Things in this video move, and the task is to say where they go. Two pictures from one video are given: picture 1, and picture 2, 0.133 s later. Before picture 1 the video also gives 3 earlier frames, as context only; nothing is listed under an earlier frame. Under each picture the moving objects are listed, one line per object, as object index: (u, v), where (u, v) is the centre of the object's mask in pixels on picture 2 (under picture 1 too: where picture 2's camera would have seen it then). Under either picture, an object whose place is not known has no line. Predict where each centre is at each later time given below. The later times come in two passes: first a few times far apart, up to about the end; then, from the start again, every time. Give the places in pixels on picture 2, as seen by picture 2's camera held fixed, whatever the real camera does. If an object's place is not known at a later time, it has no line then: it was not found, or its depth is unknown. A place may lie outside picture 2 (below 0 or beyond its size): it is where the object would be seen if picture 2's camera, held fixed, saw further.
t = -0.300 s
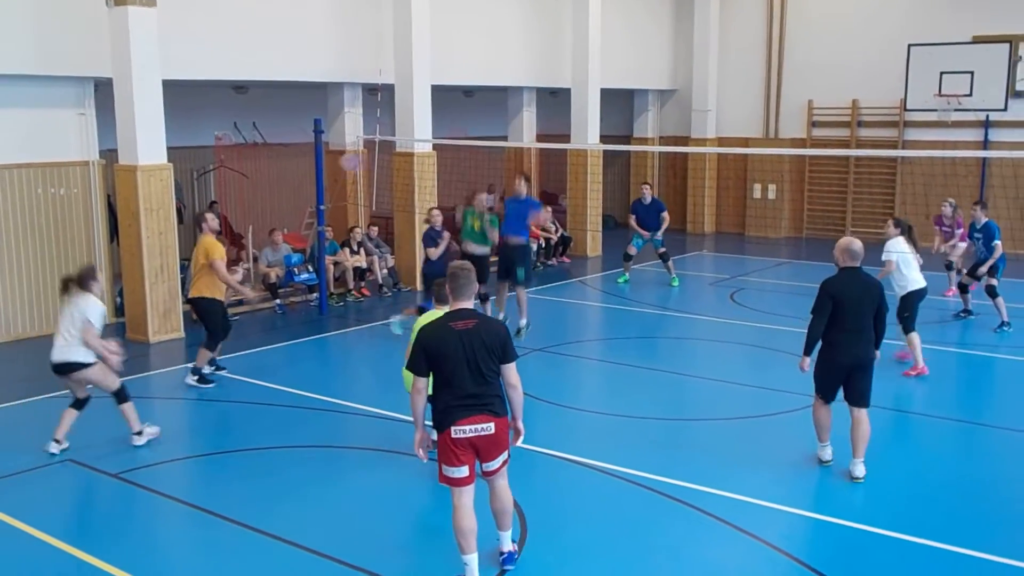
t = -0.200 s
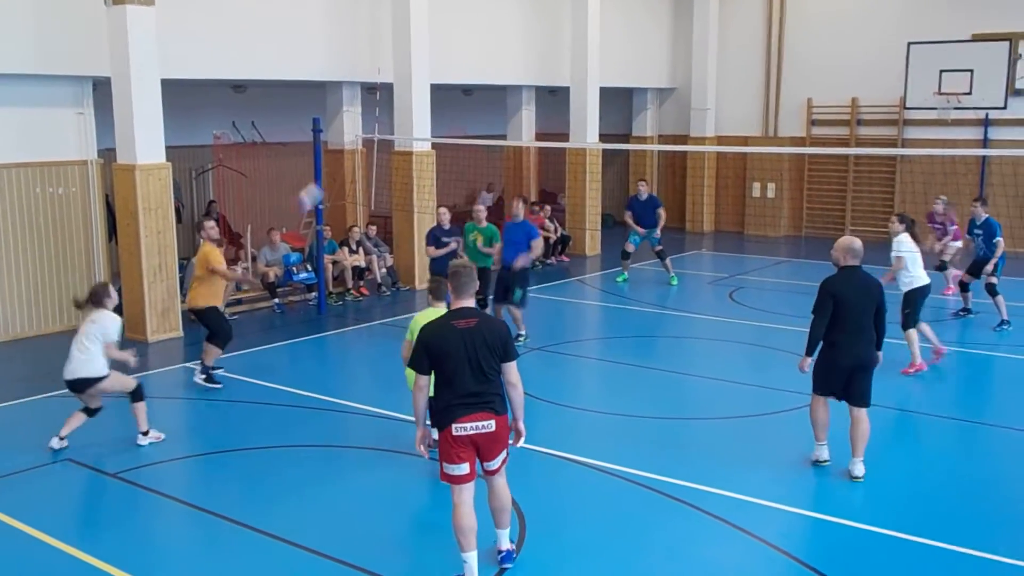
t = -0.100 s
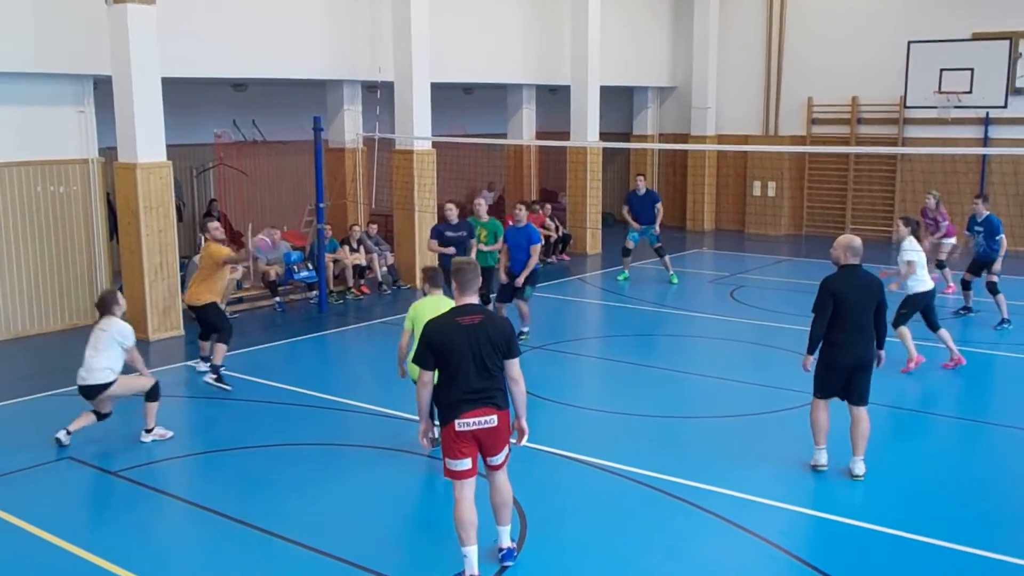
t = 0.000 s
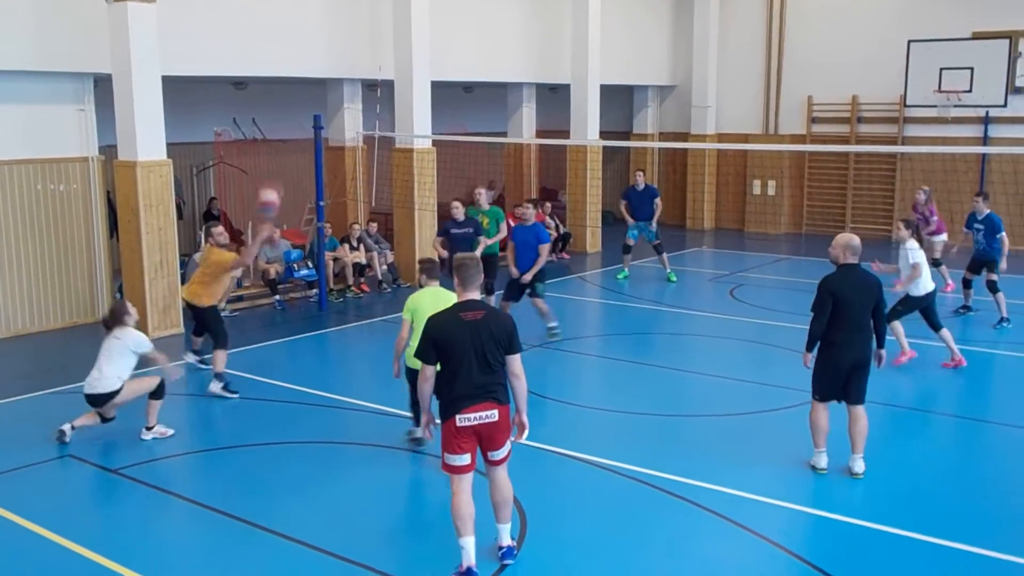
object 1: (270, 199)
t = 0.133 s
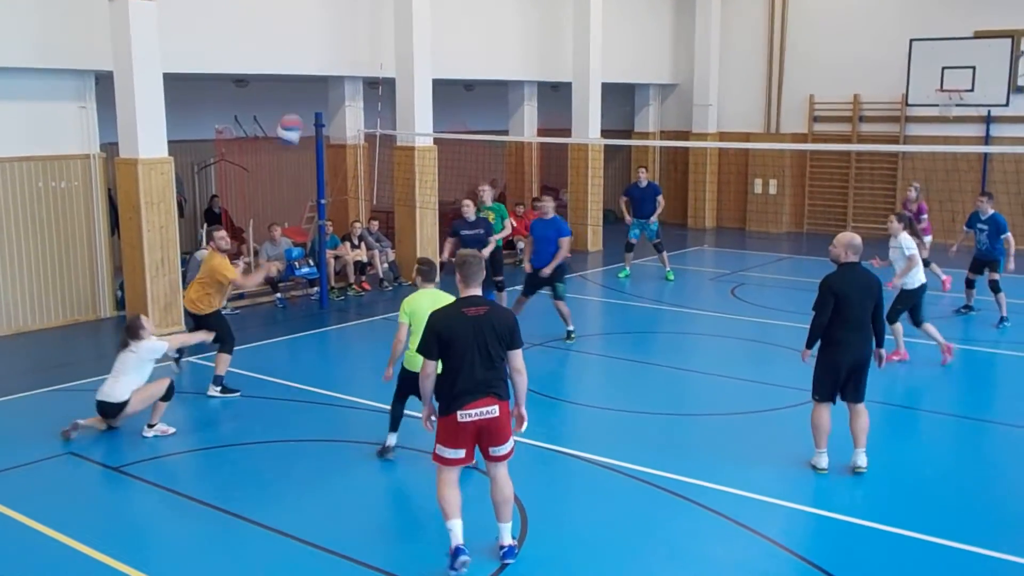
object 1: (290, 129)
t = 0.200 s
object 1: (298, 103)
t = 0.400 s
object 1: (332, 48)
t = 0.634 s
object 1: (377, 43)
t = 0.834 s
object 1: (422, 105)
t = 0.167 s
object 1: (294, 116)
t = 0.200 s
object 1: (298, 103)
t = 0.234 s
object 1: (305, 90)
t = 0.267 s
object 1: (308, 83)
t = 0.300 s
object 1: (314, 71)
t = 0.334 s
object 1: (320, 60)
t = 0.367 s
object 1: (325, 54)
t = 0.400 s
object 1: (332, 48)
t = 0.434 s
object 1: (338, 43)
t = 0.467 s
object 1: (344, 39)
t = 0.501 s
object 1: (350, 36)
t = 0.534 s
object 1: (356, 36)
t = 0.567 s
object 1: (363, 37)
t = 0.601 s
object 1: (370, 40)
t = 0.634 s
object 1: (377, 43)
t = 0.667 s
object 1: (383, 49)
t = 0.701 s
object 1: (391, 57)
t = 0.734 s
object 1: (398, 66)
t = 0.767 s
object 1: (404, 78)
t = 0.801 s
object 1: (411, 87)
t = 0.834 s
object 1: (422, 105)
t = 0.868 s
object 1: (431, 121)
